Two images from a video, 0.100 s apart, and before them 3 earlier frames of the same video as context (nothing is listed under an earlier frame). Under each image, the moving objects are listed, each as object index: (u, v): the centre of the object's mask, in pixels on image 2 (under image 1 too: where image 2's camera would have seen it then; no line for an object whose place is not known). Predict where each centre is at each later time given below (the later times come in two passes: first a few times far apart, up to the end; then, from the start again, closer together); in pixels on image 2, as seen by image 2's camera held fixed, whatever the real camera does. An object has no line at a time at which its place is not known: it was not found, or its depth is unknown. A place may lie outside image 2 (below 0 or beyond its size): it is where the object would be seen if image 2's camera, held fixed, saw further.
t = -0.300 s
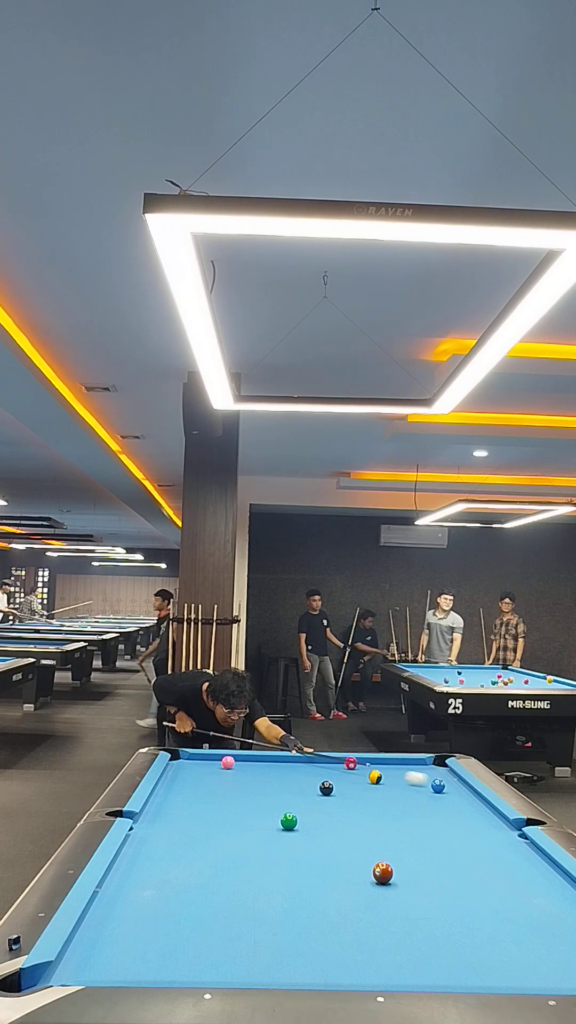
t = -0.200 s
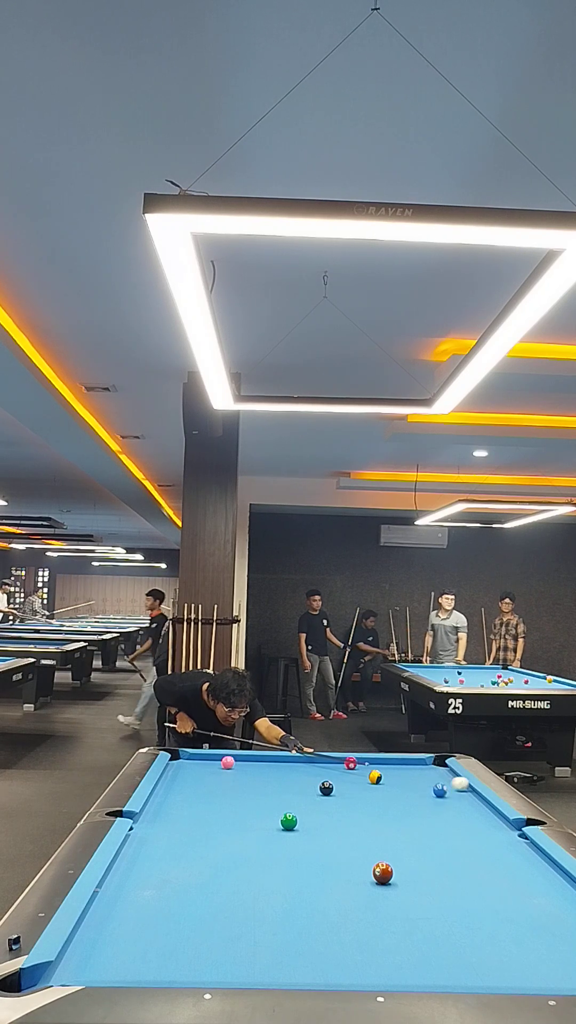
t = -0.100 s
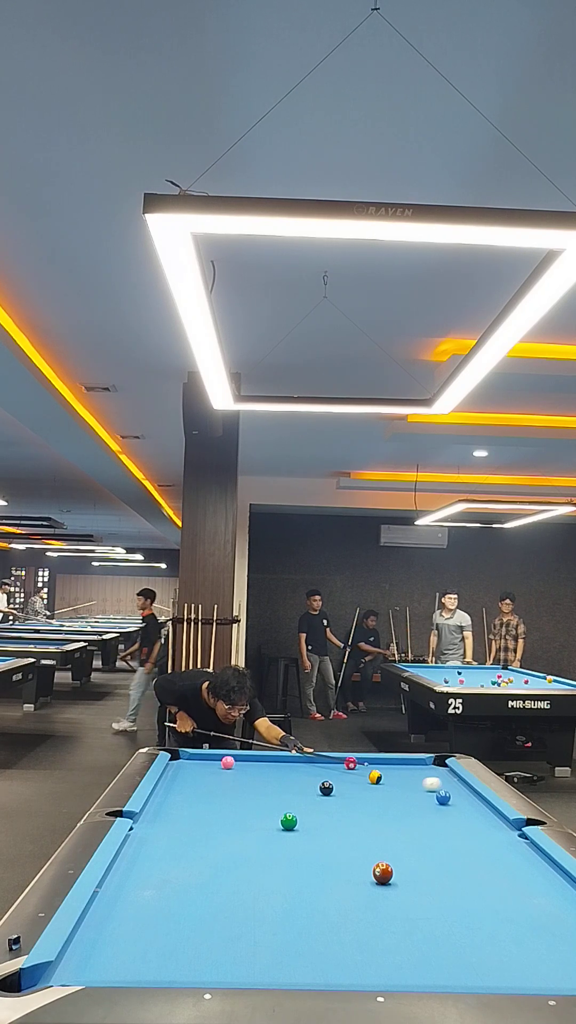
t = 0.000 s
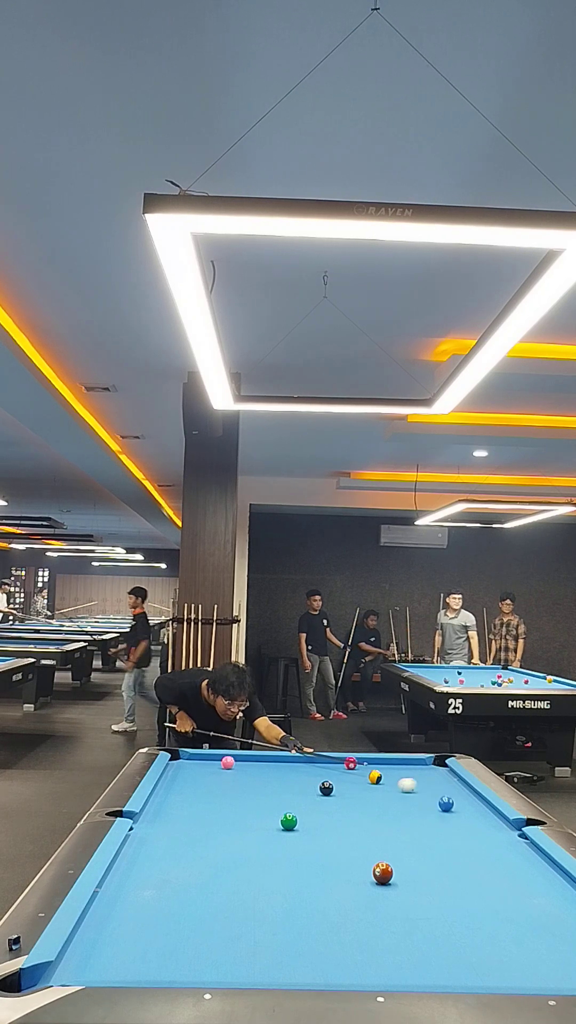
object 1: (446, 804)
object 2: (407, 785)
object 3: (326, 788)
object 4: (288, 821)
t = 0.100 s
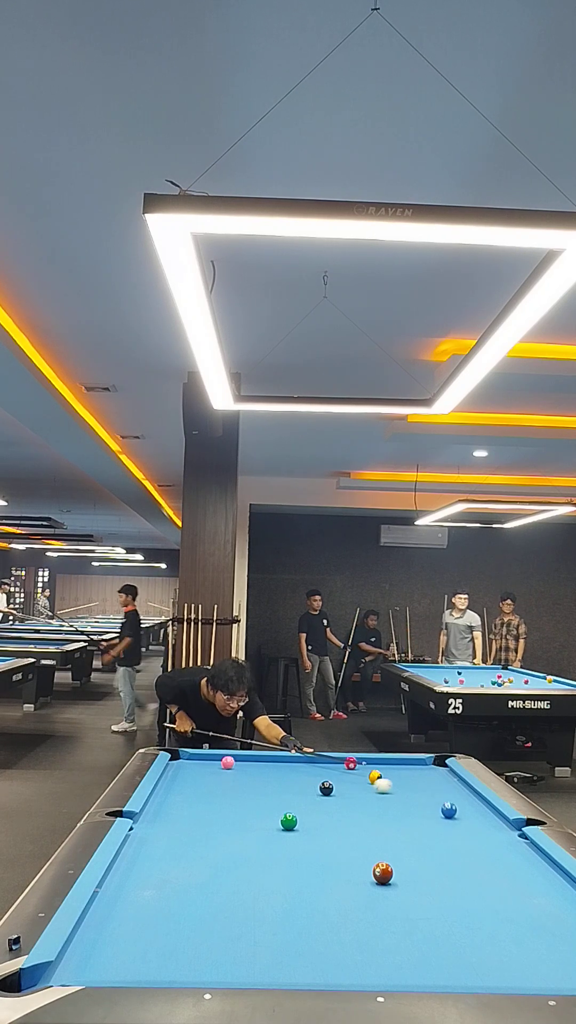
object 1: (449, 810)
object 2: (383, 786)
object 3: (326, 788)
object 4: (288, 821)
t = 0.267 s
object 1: (454, 822)
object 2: (342, 787)
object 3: (326, 788)
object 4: (289, 821)
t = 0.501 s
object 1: (462, 840)
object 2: (324, 785)
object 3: (288, 792)
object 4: (289, 821)
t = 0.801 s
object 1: (474, 868)
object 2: (303, 783)
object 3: (245, 795)
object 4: (289, 821)
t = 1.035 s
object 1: (485, 894)
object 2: (287, 782)
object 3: (210, 798)
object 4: (289, 821)
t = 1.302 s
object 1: (501, 931)
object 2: (270, 780)
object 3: (171, 801)
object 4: (289, 821)
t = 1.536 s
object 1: (517, 970)
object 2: (257, 779)
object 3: (160, 803)
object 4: (288, 821)
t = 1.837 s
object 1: (505, 964)
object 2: (242, 777)
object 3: (181, 806)
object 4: (289, 821)
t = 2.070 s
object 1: (487, 944)
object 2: (231, 776)
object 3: (196, 809)
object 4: (289, 821)
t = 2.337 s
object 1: (471, 924)
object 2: (219, 775)
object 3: (212, 811)
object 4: (288, 821)
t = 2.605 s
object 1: (456, 908)
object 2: (209, 774)
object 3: (226, 814)
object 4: (288, 821)
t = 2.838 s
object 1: (445, 895)
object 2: (201, 773)
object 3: (238, 815)
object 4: (288, 821)
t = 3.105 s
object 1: (433, 883)
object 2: (193, 772)
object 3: (251, 817)
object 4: (288, 821)
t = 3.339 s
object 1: (425, 874)
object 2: (186, 771)
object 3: (260, 819)
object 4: (288, 821)
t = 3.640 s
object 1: (415, 863)
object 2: (180, 770)
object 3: (271, 821)
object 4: (289, 821)
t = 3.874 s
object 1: (408, 856)
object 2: (175, 770)
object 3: (273, 821)
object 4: (293, 822)
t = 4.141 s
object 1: (401, 849)
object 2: (171, 769)
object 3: (273, 821)
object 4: (297, 822)
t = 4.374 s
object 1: (396, 843)
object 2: (172, 769)
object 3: (273, 821)
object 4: (298, 822)
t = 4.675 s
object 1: (390, 837)
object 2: (172, 770)
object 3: (273, 821)
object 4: (299, 822)
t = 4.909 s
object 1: (386, 833)
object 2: (172, 770)
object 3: (273, 821)
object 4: (298, 822)
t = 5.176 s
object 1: (382, 828)
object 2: (172, 770)
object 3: (273, 821)
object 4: (298, 822)
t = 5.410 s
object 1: (379, 825)
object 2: (172, 770)
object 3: (273, 821)
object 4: (298, 822)
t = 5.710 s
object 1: (375, 821)
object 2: (172, 770)
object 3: (273, 821)
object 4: (298, 822)
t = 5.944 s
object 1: (372, 819)
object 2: (172, 770)
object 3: (273, 821)
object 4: (298, 822)
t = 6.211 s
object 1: (370, 816)
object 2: (172, 770)
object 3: (273, 821)
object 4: (298, 822)
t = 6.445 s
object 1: (368, 815)
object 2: (172, 770)
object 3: (273, 821)
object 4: (298, 822)
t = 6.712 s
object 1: (367, 813)
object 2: (172, 770)
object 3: (273, 821)
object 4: (298, 822)
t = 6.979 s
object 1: (365, 812)
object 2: (172, 770)
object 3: (273, 821)
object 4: (298, 822)
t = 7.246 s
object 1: (364, 811)
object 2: (172, 769)
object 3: (273, 821)
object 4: (298, 822)
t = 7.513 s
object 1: (362, 810)
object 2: (172, 770)
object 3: (273, 821)
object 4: (298, 822)
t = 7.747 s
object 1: (362, 810)
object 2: (172, 770)
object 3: (273, 821)
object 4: (298, 822)
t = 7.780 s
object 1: (362, 810)
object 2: (172, 770)
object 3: (273, 821)
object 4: (298, 822)
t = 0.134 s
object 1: (450, 813)
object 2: (374, 786)
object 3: (326, 788)
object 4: (289, 821)
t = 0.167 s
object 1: (450, 815)
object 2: (366, 787)
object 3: (326, 788)
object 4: (289, 821)
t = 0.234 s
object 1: (453, 820)
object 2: (350, 787)
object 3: (326, 788)
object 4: (289, 821)
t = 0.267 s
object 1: (454, 822)
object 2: (342, 787)
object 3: (326, 788)
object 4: (289, 821)
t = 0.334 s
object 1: (456, 827)
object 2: (336, 787)
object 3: (315, 789)
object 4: (289, 821)
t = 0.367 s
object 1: (457, 830)
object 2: (334, 786)
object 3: (309, 789)
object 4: (288, 821)
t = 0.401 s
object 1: (458, 832)
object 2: (331, 786)
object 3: (303, 790)
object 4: (288, 821)
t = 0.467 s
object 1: (461, 837)
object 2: (326, 786)
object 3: (293, 791)
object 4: (288, 821)
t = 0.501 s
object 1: (462, 840)
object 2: (324, 785)
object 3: (288, 792)
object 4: (289, 821)
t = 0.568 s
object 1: (464, 846)
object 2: (319, 785)
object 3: (279, 792)
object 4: (289, 821)
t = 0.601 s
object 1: (465, 849)
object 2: (316, 785)
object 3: (274, 793)
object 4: (289, 821)
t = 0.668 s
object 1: (468, 855)
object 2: (312, 784)
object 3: (264, 793)
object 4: (289, 821)
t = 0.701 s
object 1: (470, 858)
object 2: (309, 784)
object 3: (259, 794)
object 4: (289, 821)
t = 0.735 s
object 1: (471, 862)
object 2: (307, 784)
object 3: (254, 794)
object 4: (289, 821)
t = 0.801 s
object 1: (474, 868)
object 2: (303, 783)
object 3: (245, 795)
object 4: (289, 821)
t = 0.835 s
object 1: (475, 872)
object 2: (300, 783)
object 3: (240, 796)
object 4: (289, 821)
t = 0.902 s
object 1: (479, 879)
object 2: (296, 783)
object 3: (230, 796)
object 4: (289, 821)
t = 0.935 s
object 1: (480, 883)
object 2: (293, 782)
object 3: (225, 797)
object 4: (289, 821)
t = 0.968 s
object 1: (482, 886)
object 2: (291, 782)
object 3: (220, 797)
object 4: (289, 821)
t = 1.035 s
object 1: (485, 894)
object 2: (287, 782)
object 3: (210, 798)
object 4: (289, 821)
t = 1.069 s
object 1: (487, 898)
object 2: (285, 781)
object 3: (206, 798)
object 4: (289, 821)
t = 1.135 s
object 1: (491, 907)
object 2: (281, 781)
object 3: (196, 799)
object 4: (289, 821)
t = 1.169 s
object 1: (493, 912)
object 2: (278, 781)
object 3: (191, 799)
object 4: (288, 821)
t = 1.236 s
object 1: (497, 921)
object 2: (274, 780)
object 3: (181, 800)
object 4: (288, 821)
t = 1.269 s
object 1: (499, 925)
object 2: (272, 780)
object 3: (176, 800)
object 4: (288, 821)
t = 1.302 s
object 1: (501, 931)
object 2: (270, 780)
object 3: (171, 801)
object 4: (289, 821)
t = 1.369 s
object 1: (505, 941)
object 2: (266, 780)
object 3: (161, 802)
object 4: (288, 821)
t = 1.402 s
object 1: (508, 946)
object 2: (264, 779)
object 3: (156, 802)
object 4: (288, 821)
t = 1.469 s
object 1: (512, 958)
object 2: (261, 779)
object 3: (156, 803)
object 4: (288, 821)
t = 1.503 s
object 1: (515, 964)
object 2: (259, 779)
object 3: (158, 803)
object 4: (288, 821)
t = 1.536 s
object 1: (517, 970)
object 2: (257, 779)
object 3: (160, 803)
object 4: (288, 821)
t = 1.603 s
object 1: (522, 977)
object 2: (254, 778)
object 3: (165, 804)
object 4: (289, 821)
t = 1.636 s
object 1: (523, 978)
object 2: (252, 778)
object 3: (167, 804)
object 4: (288, 821)
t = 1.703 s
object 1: (516, 974)
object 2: (248, 778)
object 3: (172, 805)
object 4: (288, 821)
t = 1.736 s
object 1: (513, 972)
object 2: (246, 778)
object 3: (174, 806)
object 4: (288, 821)
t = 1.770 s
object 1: (510, 970)
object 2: (245, 778)
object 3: (176, 806)
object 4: (289, 821)
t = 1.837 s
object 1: (505, 964)
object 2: (242, 777)
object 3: (181, 806)
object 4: (289, 821)
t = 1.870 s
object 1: (502, 961)
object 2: (240, 777)
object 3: (183, 807)
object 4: (288, 821)
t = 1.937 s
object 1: (497, 955)
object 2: (237, 777)
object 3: (187, 808)
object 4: (289, 821)
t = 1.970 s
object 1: (494, 952)
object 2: (235, 777)
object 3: (189, 808)
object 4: (289, 821)
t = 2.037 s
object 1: (490, 947)
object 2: (232, 776)
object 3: (193, 809)
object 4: (289, 821)
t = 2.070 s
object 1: (487, 944)
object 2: (231, 776)
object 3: (196, 809)
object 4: (289, 821)
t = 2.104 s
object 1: (485, 941)
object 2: (229, 776)
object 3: (198, 809)
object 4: (289, 821)
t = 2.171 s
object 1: (481, 936)
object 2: (226, 776)
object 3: (202, 810)
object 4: (288, 821)
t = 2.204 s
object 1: (479, 934)
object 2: (225, 775)
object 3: (204, 810)
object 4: (288, 821)
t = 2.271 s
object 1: (475, 929)
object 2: (222, 775)
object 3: (208, 811)
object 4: (288, 821)
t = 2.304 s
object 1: (473, 927)
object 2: (220, 775)
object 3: (210, 811)
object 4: (288, 821)
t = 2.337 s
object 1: (471, 924)
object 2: (219, 775)
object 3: (212, 811)
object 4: (288, 821)
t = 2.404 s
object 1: (467, 920)
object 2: (216, 775)
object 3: (215, 812)
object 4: (288, 821)
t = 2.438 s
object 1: (465, 918)
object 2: (215, 774)
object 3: (217, 812)
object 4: (288, 821)
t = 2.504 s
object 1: (462, 914)
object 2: (213, 774)
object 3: (221, 813)
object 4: (288, 821)
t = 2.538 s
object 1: (460, 912)
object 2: (211, 774)
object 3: (223, 813)
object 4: (288, 821)
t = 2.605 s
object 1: (456, 908)
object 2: (209, 774)
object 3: (226, 814)
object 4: (288, 821)
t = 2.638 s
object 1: (454, 906)
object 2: (208, 774)
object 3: (228, 814)
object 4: (288, 821)
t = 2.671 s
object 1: (453, 904)
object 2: (206, 773)
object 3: (230, 814)
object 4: (288, 821)
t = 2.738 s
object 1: (449, 901)
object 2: (204, 773)
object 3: (233, 815)
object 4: (288, 821)
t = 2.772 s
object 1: (448, 899)
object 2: (203, 773)
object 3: (235, 815)
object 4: (288, 821)
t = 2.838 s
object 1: (445, 895)
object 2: (201, 773)
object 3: (238, 815)
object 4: (288, 821)
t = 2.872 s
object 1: (443, 894)
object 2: (200, 773)
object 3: (240, 816)
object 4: (288, 821)
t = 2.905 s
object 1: (442, 892)
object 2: (199, 773)
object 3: (241, 816)
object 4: (288, 821)
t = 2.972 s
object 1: (439, 889)
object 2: (196, 772)
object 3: (245, 816)
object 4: (288, 821)
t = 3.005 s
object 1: (437, 888)
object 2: (196, 772)
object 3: (246, 817)
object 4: (288, 821)
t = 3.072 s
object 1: (435, 885)
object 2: (194, 772)
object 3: (249, 817)
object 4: (288, 821)
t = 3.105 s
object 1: (433, 883)
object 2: (193, 772)
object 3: (251, 817)
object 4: (288, 821)
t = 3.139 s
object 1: (432, 882)
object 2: (192, 772)
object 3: (252, 818)
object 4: (288, 821)
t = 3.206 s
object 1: (430, 879)
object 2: (190, 772)
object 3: (255, 818)
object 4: (288, 821)
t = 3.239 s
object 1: (428, 878)
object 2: (189, 772)
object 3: (256, 818)
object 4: (288, 821)
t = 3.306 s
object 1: (426, 875)
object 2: (187, 771)
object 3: (259, 819)
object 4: (288, 821)
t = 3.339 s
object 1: (425, 874)
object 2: (186, 771)
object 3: (260, 819)
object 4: (288, 821)
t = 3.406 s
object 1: (422, 871)
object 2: (185, 771)
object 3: (263, 819)
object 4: (289, 821)
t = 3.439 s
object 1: (421, 870)
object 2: (184, 771)
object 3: (264, 819)
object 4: (289, 821)
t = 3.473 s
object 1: (420, 869)
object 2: (183, 771)
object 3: (265, 820)
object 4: (289, 821)
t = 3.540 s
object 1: (418, 867)
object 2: (182, 771)
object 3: (268, 820)
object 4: (289, 821)
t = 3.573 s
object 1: (417, 865)
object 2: (181, 771)
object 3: (269, 820)
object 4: (289, 821)
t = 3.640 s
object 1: (415, 863)
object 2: (180, 770)
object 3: (271, 821)
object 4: (289, 821)
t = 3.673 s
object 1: (414, 862)
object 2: (179, 770)
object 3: (271, 821)
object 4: (289, 821)
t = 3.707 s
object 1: (413, 861)
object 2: (178, 770)
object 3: (272, 821)
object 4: (290, 821)
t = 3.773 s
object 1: (411, 859)
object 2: (177, 770)
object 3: (272, 821)
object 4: (291, 821)
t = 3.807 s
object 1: (410, 858)
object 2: (176, 770)
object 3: (272, 821)
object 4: (292, 821)
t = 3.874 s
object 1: (408, 856)
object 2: (175, 770)
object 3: (273, 821)
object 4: (293, 822)
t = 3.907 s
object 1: (407, 855)
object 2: (175, 770)
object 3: (273, 821)
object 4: (293, 822)
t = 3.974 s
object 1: (406, 853)
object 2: (173, 770)
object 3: (273, 821)
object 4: (295, 822)
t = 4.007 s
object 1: (405, 852)
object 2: (173, 770)
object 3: (273, 821)
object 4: (295, 822)
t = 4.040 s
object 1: (404, 851)
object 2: (172, 770)
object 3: (273, 821)
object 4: (295, 822)
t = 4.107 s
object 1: (402, 850)
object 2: (171, 770)
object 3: (273, 821)
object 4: (296, 822)
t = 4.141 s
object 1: (401, 849)
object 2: (171, 769)
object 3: (273, 821)
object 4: (297, 822)
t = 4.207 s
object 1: (400, 847)
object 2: (171, 769)
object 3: (273, 821)
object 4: (297, 822)
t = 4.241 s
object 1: (399, 846)
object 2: (171, 769)
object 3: (273, 821)
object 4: (297, 822)
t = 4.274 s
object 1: (398, 846)
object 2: (171, 769)
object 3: (273, 821)
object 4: (298, 822)
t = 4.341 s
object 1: (397, 844)
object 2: (171, 769)
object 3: (273, 821)
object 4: (298, 822)
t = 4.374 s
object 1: (396, 843)
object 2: (172, 769)
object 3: (273, 821)
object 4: (298, 822)
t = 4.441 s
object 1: (394, 842)
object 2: (172, 769)
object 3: (273, 821)
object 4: (299, 822)
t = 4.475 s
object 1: (394, 841)
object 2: (172, 769)
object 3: (273, 821)
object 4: (299, 822)
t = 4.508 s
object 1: (393, 840)
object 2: (172, 770)
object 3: (273, 821)
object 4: (299, 822)
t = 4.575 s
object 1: (392, 839)
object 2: (172, 770)
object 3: (273, 821)
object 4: (299, 822)
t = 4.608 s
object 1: (391, 838)
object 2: (172, 770)
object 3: (273, 821)
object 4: (299, 822)
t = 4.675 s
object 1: (390, 837)
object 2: (172, 770)
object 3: (273, 821)
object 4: (299, 822)
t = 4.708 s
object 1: (389, 836)
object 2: (172, 770)
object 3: (273, 821)
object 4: (298, 822)
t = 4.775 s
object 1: (388, 835)
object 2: (172, 770)
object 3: (273, 821)
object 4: (298, 822)
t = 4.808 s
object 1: (387, 835)
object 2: (172, 770)
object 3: (273, 821)
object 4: (298, 822)
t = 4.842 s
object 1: (387, 834)
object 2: (172, 770)
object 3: (273, 821)
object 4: (298, 822)
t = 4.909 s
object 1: (386, 833)
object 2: (172, 770)
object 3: (273, 821)
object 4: (298, 822)
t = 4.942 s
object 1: (385, 832)
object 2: (172, 770)
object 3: (273, 821)
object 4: (298, 822)
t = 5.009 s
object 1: (385, 831)
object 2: (172, 770)
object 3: (273, 821)
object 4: (298, 822)
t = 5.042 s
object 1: (384, 830)
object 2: (172, 770)
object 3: (273, 821)
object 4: (298, 822)
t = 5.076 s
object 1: (384, 830)
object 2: (172, 770)
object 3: (273, 821)
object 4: (298, 822)
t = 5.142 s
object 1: (383, 829)
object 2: (172, 770)
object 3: (273, 821)
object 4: (298, 822)
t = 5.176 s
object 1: (382, 828)
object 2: (172, 770)
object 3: (273, 821)
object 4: (298, 822)
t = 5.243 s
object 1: (381, 827)
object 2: (172, 770)
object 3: (273, 821)
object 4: (298, 822)
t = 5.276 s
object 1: (381, 827)
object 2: (172, 770)
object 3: (273, 821)
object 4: (298, 822)
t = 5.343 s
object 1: (380, 826)
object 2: (172, 770)
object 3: (273, 821)
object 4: (298, 822)
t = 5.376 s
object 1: (379, 825)
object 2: (172, 770)
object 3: (273, 821)
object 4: (298, 822)
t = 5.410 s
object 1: (379, 825)
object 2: (172, 770)
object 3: (273, 821)
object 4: (298, 822)
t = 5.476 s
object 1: (378, 824)
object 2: (172, 770)
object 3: (273, 821)
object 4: (298, 822)
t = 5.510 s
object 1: (378, 824)
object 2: (172, 770)
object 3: (273, 821)
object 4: (298, 822)
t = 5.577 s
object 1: (377, 823)
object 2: (172, 770)
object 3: (273, 821)
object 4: (298, 822)
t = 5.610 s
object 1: (376, 822)
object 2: (172, 770)
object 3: (273, 821)
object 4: (298, 822)
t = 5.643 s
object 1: (376, 822)
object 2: (172, 770)
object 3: (273, 821)
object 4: (298, 822)
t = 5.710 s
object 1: (375, 821)
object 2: (172, 770)
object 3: (273, 821)
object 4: (298, 822)
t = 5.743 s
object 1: (375, 821)
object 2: (172, 770)
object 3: (273, 821)
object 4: (298, 822)
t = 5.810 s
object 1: (374, 820)
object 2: (172, 770)
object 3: (273, 821)
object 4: (298, 822)
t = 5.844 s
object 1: (373, 820)
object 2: (172, 770)
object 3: (273, 821)
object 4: (298, 822)
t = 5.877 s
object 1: (373, 819)
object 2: (172, 770)
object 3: (273, 821)
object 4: (298, 822)
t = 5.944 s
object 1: (372, 819)
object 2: (172, 770)
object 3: (273, 821)
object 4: (298, 822)
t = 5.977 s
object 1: (372, 818)
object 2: (172, 770)
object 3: (273, 821)
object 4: (298, 822)
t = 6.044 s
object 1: (371, 818)
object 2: (172, 770)
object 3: (273, 821)
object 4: (298, 822)
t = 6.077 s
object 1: (371, 818)
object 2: (172, 770)
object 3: (273, 821)
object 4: (298, 822)
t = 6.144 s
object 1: (370, 817)
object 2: (172, 770)
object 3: (273, 821)
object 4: (298, 822)
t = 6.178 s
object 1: (370, 817)
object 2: (172, 770)
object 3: (273, 821)
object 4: (298, 822)
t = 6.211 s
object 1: (370, 816)
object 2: (172, 770)
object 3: (273, 821)
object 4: (298, 822)
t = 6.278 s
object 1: (369, 816)
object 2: (172, 770)
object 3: (273, 821)
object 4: (298, 822)
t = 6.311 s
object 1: (369, 816)
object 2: (172, 770)
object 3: (273, 821)
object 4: (298, 822)
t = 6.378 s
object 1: (369, 815)
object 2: (172, 770)
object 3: (273, 821)
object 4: (298, 822)
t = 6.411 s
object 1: (368, 815)
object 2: (172, 769)
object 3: (273, 821)
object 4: (298, 822)
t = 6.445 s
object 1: (368, 815)
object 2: (172, 770)
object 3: (273, 821)
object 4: (298, 822)
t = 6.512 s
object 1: (368, 814)
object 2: (172, 770)
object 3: (273, 821)
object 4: (298, 822)
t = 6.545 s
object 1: (368, 814)
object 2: (172, 770)
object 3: (273, 821)
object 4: (298, 822)
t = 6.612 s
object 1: (367, 814)
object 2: (172, 770)
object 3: (273, 821)
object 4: (298, 822)
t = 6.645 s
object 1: (367, 813)
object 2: (172, 770)
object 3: (273, 821)
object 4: (298, 822)
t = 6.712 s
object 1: (367, 813)
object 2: (172, 770)
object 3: (273, 821)
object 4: (298, 822)
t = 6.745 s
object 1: (366, 813)
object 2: (172, 770)
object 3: (273, 821)
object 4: (298, 822)
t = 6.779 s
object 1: (366, 812)
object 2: (172, 770)
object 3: (273, 821)
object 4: (298, 822)
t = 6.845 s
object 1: (366, 812)
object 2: (172, 770)
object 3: (273, 821)
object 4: (298, 822)
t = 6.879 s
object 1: (366, 812)
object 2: (172, 770)
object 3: (273, 821)
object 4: (298, 822)
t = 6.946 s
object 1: (365, 812)
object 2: (172, 770)
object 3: (273, 821)
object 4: (298, 822)
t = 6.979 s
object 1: (365, 812)
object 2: (172, 770)
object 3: (273, 821)
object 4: (298, 822)
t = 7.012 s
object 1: (365, 812)
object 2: (172, 770)
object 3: (273, 821)
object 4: (298, 822)
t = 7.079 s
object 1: (364, 811)
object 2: (172, 770)
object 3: (273, 821)
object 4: (298, 822)
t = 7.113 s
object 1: (364, 811)
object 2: (172, 770)
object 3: (273, 821)
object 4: (298, 822)
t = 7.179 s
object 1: (364, 811)
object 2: (172, 769)
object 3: (273, 821)
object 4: (298, 822)
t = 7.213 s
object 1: (364, 811)
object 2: (172, 769)
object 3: (273, 821)
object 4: (298, 822)
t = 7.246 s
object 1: (364, 811)
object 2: (172, 769)
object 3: (273, 821)
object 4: (298, 822)
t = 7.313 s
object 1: (363, 811)
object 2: (173, 769)
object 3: (273, 821)
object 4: (298, 822)
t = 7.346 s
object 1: (363, 810)
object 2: (172, 770)
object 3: (273, 821)
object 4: (298, 822)
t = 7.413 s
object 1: (363, 810)
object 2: (172, 769)
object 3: (273, 821)
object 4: (298, 822)
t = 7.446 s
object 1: (363, 810)
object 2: (172, 770)
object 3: (273, 821)
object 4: (298, 822)
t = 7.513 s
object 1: (362, 810)
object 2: (172, 770)
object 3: (273, 821)
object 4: (298, 822)
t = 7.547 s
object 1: (362, 810)
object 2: (172, 770)
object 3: (273, 821)
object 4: (298, 822)
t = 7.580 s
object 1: (362, 810)
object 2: (172, 770)
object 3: (273, 821)
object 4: (298, 822)
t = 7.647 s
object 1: (362, 810)
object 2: (172, 770)
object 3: (273, 821)
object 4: (298, 822)
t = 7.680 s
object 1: (362, 810)
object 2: (172, 770)
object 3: (273, 821)
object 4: (298, 822)
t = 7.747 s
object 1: (362, 810)
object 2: (172, 770)
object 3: (273, 821)
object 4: (298, 822)
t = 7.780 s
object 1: (362, 810)
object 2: (172, 770)
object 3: (273, 821)
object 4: (298, 822)
